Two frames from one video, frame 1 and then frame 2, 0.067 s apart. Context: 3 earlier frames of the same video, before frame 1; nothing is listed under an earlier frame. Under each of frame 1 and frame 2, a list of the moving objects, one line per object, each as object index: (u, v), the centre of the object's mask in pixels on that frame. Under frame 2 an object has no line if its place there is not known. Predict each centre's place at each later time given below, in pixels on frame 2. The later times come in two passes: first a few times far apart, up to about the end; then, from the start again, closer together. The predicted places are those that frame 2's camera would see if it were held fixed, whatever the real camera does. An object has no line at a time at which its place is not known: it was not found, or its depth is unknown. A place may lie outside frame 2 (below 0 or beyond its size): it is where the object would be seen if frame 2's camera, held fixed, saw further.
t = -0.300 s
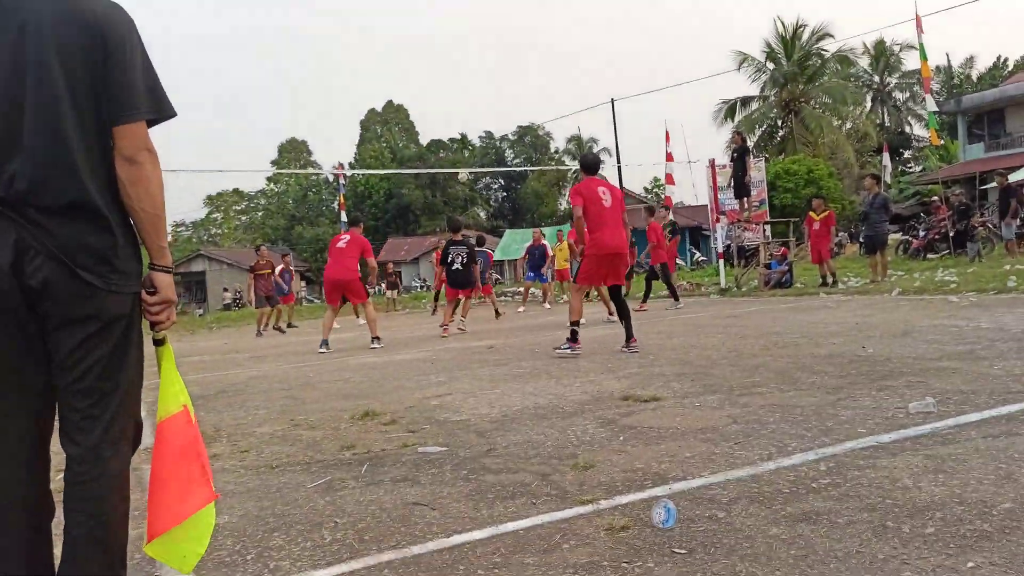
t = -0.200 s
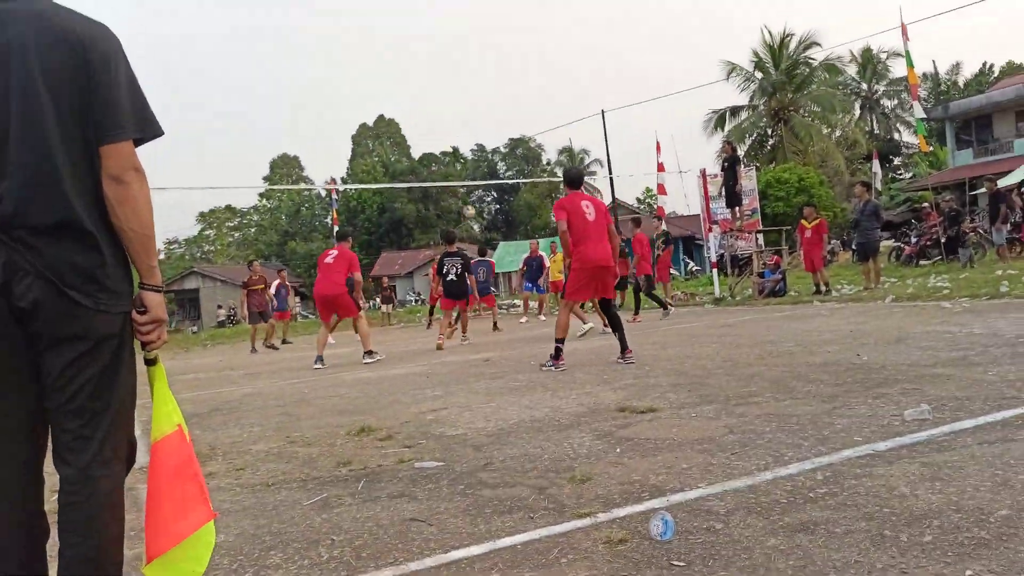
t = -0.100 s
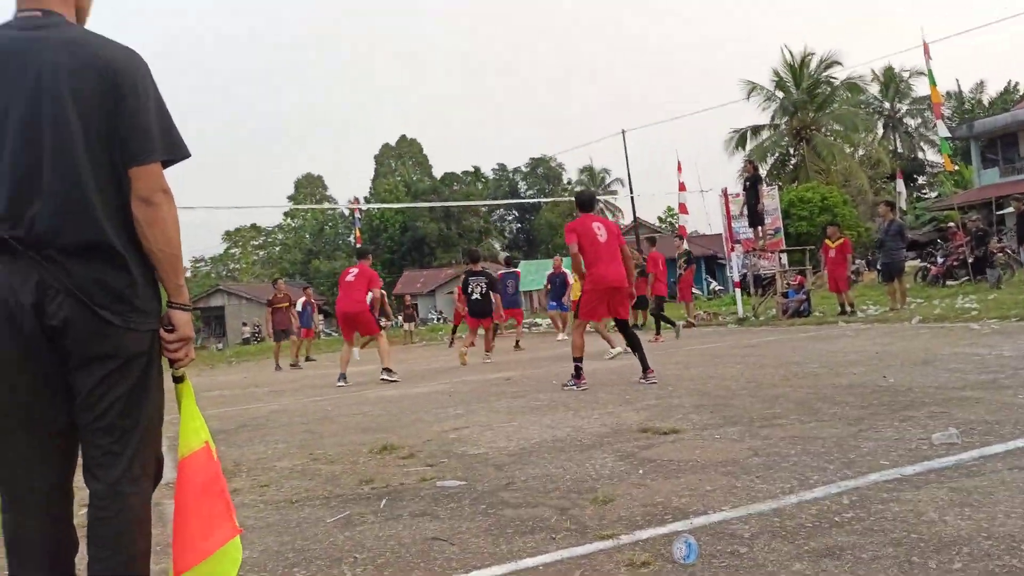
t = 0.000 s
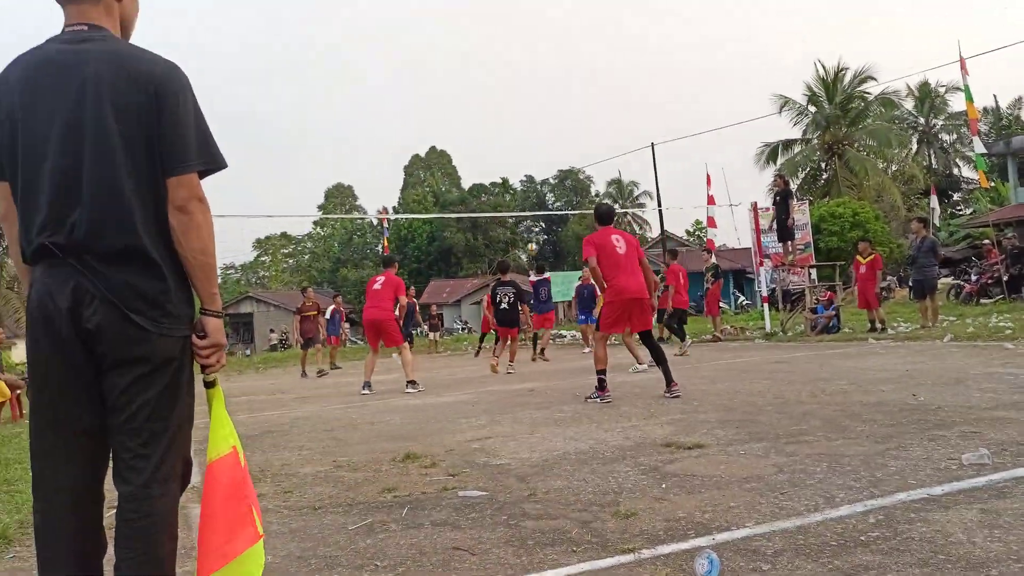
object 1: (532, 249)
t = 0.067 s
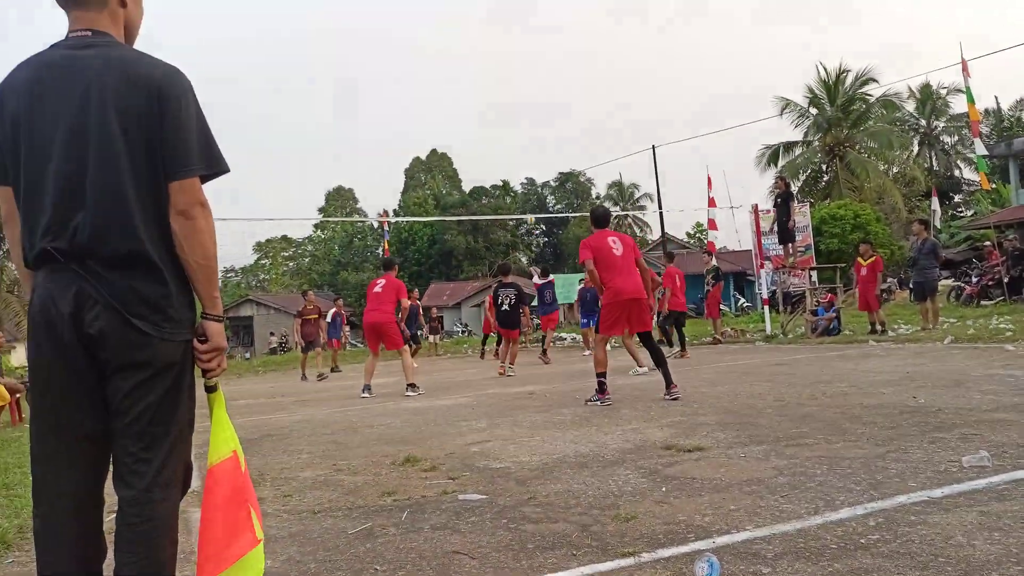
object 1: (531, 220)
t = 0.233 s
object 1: (521, 153)
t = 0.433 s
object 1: (514, 92)
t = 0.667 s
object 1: (509, 49)
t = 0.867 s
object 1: (506, 36)
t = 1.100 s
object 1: (502, 49)
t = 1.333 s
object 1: (500, 92)
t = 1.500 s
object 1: (501, 139)
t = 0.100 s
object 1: (528, 205)
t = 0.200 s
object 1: (522, 164)
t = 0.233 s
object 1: (521, 153)
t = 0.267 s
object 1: (520, 140)
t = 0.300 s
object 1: (519, 129)
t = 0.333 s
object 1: (518, 120)
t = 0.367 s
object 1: (517, 109)
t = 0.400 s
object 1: (516, 100)
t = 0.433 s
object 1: (514, 92)
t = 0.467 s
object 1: (513, 84)
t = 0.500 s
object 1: (512, 76)
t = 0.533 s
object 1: (511, 69)
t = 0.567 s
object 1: (510, 63)
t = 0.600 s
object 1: (510, 57)
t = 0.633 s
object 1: (509, 53)
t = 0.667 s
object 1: (509, 49)
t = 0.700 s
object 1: (508, 45)
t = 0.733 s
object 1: (507, 41)
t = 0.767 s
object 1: (507, 39)
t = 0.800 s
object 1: (507, 38)
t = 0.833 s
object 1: (507, 36)
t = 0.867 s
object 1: (506, 36)
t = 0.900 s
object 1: (505, 36)
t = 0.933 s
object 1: (503, 37)
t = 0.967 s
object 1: (502, 38)
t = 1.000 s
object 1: (502, 39)
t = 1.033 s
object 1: (502, 42)
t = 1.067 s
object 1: (502, 45)
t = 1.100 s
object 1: (502, 49)
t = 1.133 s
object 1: (502, 53)
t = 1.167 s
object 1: (501, 58)
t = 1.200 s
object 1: (501, 64)
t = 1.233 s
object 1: (501, 70)
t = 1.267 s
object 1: (500, 76)
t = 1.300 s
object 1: (500, 83)
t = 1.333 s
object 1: (500, 92)
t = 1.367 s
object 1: (500, 100)
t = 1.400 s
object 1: (501, 109)
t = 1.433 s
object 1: (501, 118)
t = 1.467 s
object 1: (501, 128)
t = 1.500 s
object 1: (501, 139)
